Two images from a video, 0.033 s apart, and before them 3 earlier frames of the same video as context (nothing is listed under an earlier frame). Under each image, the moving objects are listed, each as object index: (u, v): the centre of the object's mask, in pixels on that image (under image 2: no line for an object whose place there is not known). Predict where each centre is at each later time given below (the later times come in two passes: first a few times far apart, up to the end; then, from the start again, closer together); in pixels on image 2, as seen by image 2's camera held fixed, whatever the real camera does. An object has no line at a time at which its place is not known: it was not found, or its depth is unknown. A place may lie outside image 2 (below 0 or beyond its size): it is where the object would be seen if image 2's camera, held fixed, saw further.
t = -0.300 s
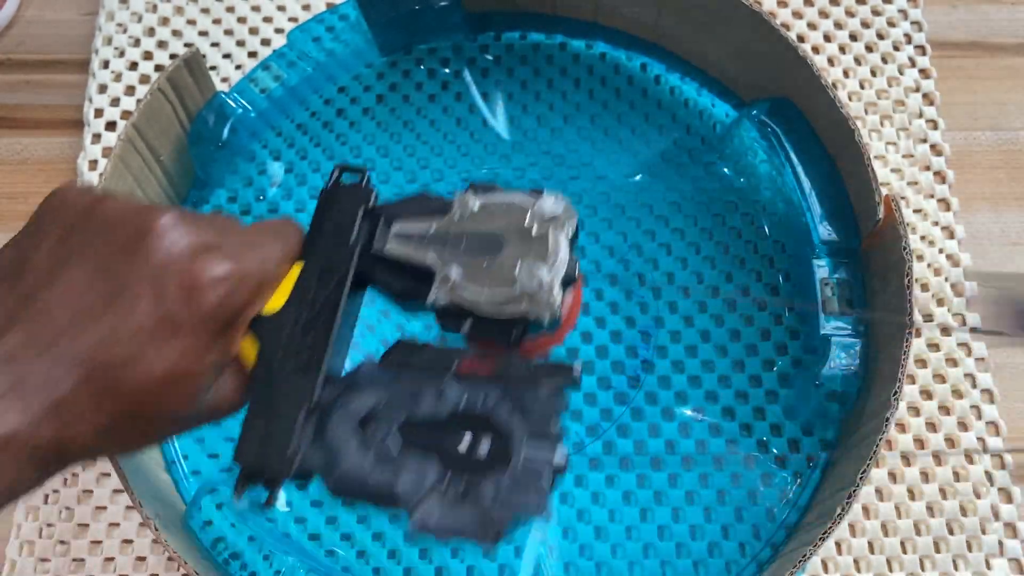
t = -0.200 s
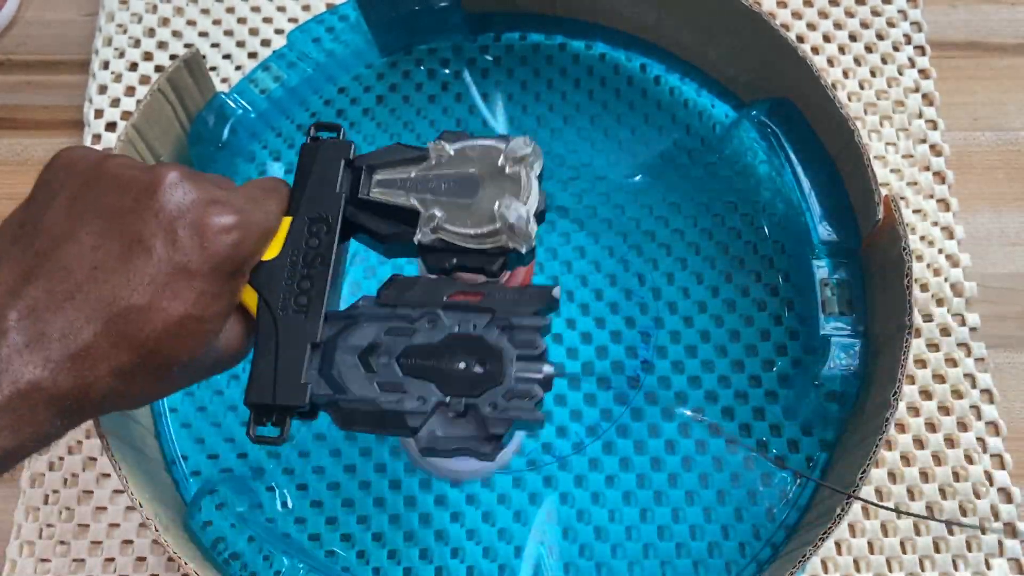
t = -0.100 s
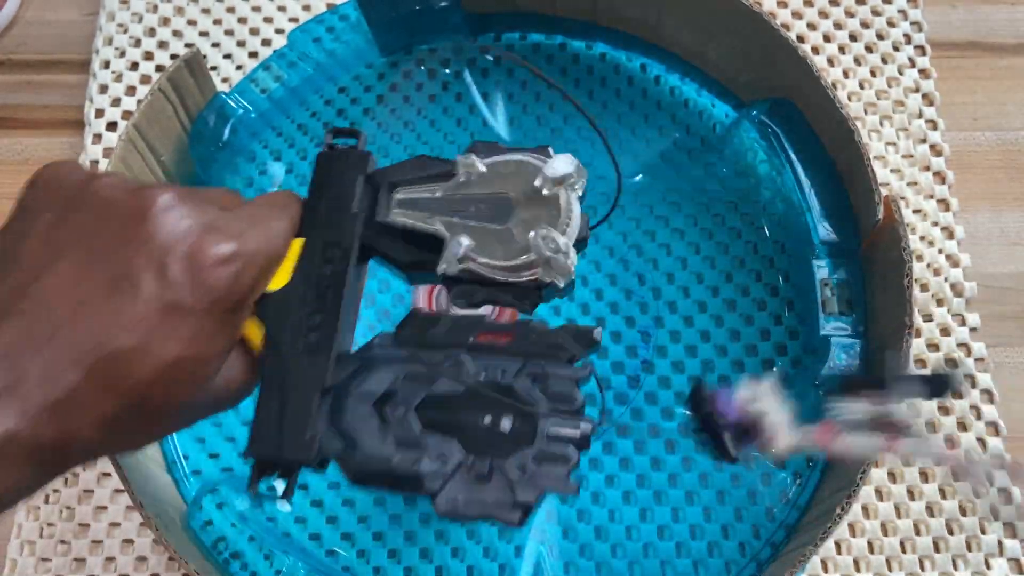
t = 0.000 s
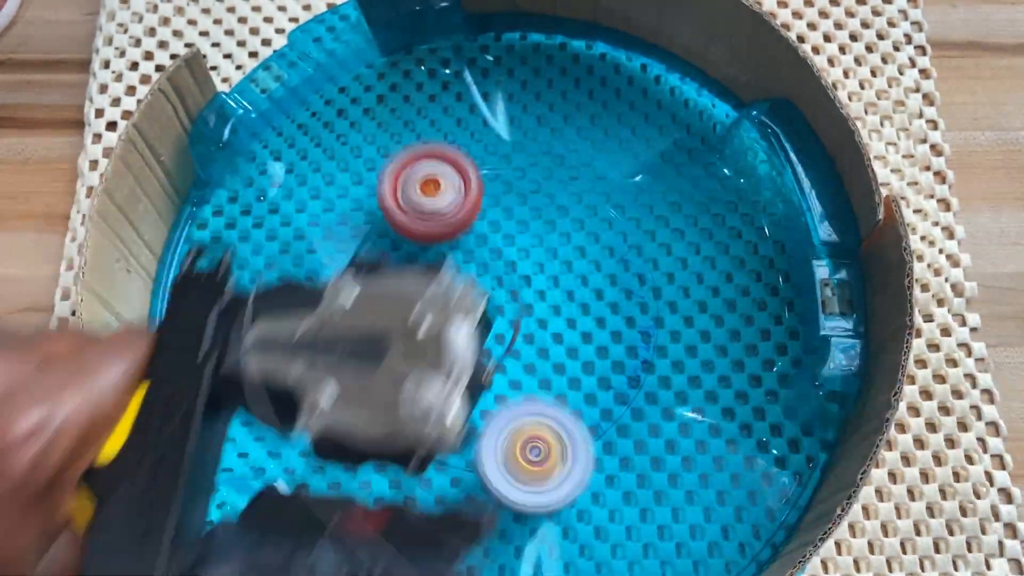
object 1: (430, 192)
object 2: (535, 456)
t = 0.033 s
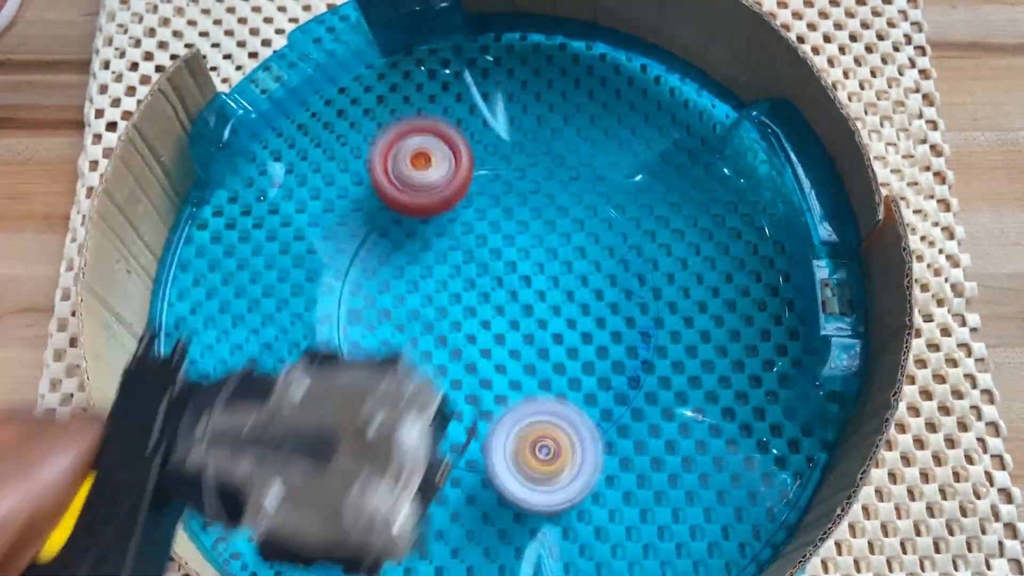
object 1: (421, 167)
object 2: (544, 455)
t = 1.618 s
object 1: (380, 318)
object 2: (686, 439)
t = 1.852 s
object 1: (383, 281)
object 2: (740, 496)
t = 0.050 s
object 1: (417, 157)
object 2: (547, 454)
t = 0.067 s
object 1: (415, 151)
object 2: (549, 450)
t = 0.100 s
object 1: (410, 140)
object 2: (551, 442)
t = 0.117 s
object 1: (409, 138)
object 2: (550, 434)
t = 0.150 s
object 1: (406, 135)
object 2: (545, 419)
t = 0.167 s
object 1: (404, 136)
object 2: (543, 411)
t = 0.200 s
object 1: (402, 143)
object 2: (533, 395)
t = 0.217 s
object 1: (401, 148)
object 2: (528, 388)
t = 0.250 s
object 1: (400, 164)
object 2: (517, 374)
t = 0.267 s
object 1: (399, 174)
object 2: (510, 369)
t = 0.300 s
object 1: (400, 198)
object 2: (499, 362)
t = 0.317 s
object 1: (400, 212)
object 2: (493, 359)
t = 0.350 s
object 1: (401, 243)
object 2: (485, 354)
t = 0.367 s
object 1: (403, 259)
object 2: (482, 352)
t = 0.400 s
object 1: (398, 278)
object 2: (489, 365)
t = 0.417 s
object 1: (388, 275)
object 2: (503, 384)
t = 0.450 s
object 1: (371, 270)
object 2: (525, 420)
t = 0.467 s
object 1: (365, 268)
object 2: (535, 435)
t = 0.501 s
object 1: (357, 266)
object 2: (548, 457)
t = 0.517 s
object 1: (355, 266)
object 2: (554, 468)
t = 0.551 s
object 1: (356, 269)
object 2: (564, 484)
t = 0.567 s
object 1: (358, 271)
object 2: (570, 494)
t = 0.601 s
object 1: (366, 278)
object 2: (583, 512)
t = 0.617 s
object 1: (372, 282)
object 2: (591, 520)
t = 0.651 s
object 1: (387, 292)
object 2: (607, 532)
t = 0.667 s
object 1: (396, 297)
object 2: (616, 537)
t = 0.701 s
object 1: (415, 308)
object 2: (635, 547)
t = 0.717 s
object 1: (424, 312)
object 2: (642, 553)
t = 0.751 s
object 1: (444, 320)
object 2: (642, 552)
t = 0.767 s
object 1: (455, 323)
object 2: (638, 548)
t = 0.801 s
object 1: (477, 328)
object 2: (626, 540)
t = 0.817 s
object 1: (487, 329)
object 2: (623, 536)
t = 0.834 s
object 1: (498, 330)
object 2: (621, 534)
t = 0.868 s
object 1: (519, 329)
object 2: (621, 527)
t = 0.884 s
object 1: (530, 327)
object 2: (621, 526)
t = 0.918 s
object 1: (548, 322)
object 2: (623, 521)
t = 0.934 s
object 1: (556, 318)
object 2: (626, 519)
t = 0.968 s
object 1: (571, 308)
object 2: (630, 513)
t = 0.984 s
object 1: (578, 302)
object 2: (634, 510)
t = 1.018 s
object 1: (587, 289)
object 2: (640, 504)
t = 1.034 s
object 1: (589, 281)
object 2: (643, 501)
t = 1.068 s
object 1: (591, 267)
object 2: (649, 494)
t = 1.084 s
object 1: (591, 261)
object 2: (653, 490)
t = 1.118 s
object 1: (586, 246)
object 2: (660, 484)
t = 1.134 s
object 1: (583, 238)
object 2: (665, 481)
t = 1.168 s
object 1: (573, 223)
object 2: (672, 472)
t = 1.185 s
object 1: (567, 216)
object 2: (677, 469)
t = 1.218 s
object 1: (552, 203)
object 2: (685, 462)
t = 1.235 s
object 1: (543, 196)
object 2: (690, 458)
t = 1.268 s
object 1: (522, 185)
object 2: (697, 450)
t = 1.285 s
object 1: (512, 179)
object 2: (701, 447)
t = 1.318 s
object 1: (487, 173)
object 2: (709, 440)
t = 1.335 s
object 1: (475, 173)
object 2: (713, 436)
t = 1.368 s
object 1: (451, 174)
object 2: (720, 428)
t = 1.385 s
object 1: (438, 176)
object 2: (724, 425)
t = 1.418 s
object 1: (415, 185)
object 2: (733, 419)
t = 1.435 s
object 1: (406, 192)
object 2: (730, 422)
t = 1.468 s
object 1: (387, 210)
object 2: (720, 432)
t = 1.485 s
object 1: (380, 221)
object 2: (715, 435)
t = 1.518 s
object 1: (370, 244)
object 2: (710, 439)
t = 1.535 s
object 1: (368, 255)
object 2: (706, 440)
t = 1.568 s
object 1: (367, 280)
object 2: (699, 441)
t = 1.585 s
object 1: (369, 293)
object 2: (695, 440)
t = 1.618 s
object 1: (380, 318)
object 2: (686, 439)
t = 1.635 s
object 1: (388, 330)
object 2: (682, 439)
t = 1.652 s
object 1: (397, 341)
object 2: (677, 437)
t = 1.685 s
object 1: (420, 362)
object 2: (668, 435)
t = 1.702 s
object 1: (435, 371)
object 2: (663, 433)
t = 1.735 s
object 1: (466, 387)
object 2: (652, 428)
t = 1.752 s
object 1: (484, 392)
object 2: (646, 426)
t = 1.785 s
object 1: (519, 398)
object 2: (635, 422)
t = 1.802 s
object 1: (494, 374)
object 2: (681, 450)
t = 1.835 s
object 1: (420, 314)
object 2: (772, 505)
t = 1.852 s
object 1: (383, 281)
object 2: (740, 496)
